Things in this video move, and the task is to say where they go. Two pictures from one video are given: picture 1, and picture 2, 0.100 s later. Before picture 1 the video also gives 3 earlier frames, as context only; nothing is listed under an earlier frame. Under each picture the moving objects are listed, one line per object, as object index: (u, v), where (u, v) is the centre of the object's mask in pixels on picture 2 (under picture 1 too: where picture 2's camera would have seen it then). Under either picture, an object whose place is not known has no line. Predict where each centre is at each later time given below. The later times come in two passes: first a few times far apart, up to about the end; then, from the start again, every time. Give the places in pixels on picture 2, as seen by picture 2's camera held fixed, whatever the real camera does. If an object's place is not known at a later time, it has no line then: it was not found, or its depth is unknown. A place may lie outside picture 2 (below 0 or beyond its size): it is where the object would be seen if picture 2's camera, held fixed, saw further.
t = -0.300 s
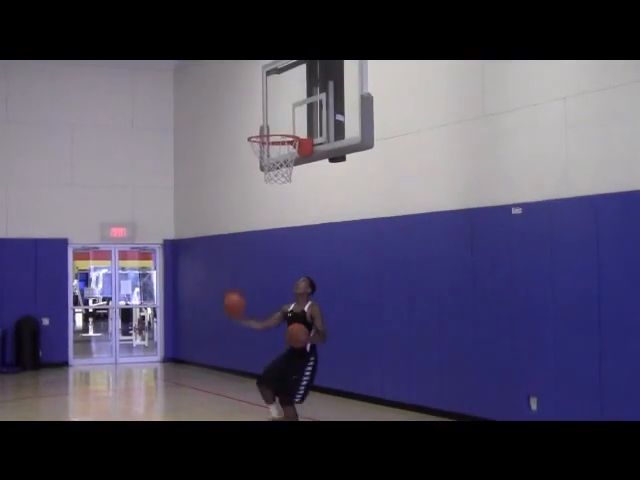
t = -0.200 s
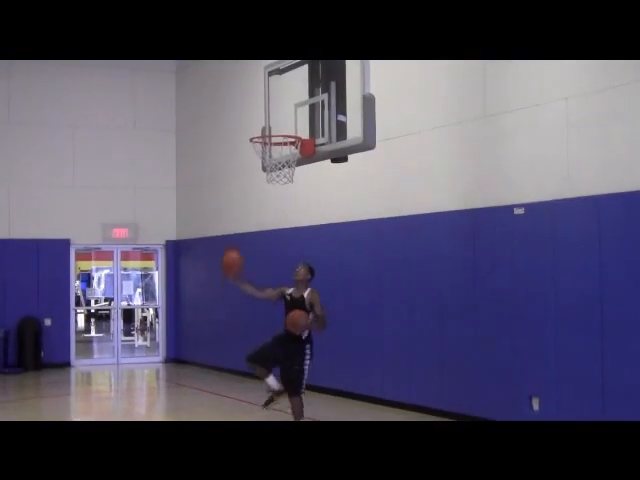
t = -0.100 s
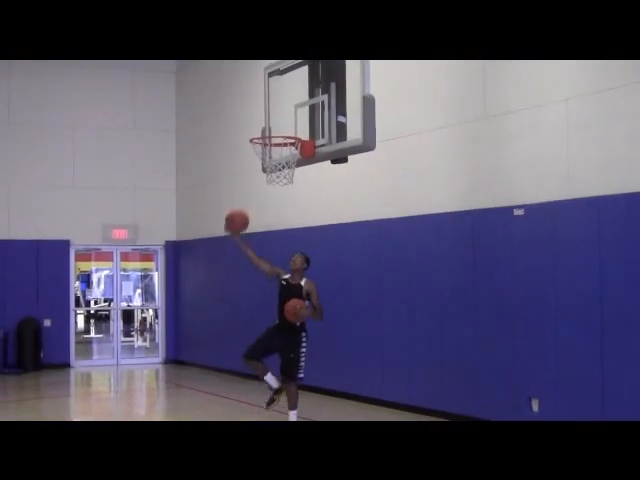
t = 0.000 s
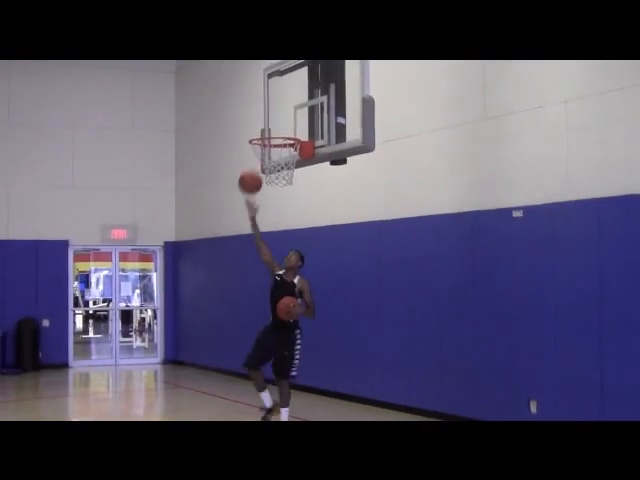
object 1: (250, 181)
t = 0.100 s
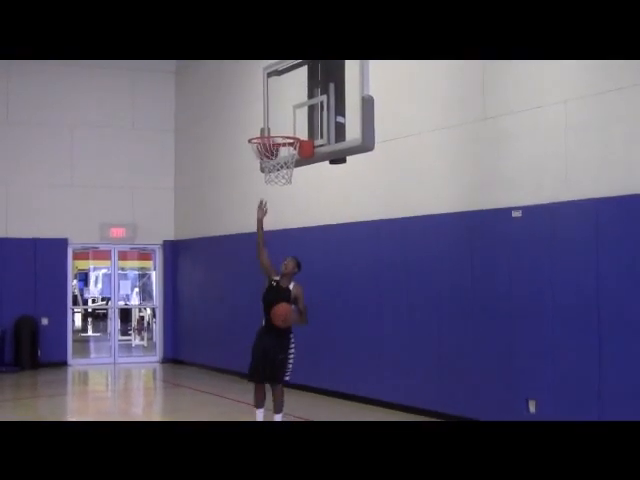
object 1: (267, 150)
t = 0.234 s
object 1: (287, 124)
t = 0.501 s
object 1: (277, 140)
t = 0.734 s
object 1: (267, 189)
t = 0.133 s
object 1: (274, 141)
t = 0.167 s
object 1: (279, 132)
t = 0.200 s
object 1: (285, 127)
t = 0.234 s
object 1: (287, 124)
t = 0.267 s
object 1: (286, 122)
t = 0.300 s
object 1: (284, 122)
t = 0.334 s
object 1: (285, 121)
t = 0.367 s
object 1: (283, 123)
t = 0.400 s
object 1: (282, 125)
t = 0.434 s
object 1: (281, 127)
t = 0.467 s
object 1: (279, 133)
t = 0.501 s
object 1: (277, 140)
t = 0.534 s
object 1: (275, 149)
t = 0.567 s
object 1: (275, 153)
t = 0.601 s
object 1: (272, 164)
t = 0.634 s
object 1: (271, 170)
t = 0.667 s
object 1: (270, 177)
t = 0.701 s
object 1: (268, 182)
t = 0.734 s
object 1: (267, 189)
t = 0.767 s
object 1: (265, 198)
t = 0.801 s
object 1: (264, 209)
